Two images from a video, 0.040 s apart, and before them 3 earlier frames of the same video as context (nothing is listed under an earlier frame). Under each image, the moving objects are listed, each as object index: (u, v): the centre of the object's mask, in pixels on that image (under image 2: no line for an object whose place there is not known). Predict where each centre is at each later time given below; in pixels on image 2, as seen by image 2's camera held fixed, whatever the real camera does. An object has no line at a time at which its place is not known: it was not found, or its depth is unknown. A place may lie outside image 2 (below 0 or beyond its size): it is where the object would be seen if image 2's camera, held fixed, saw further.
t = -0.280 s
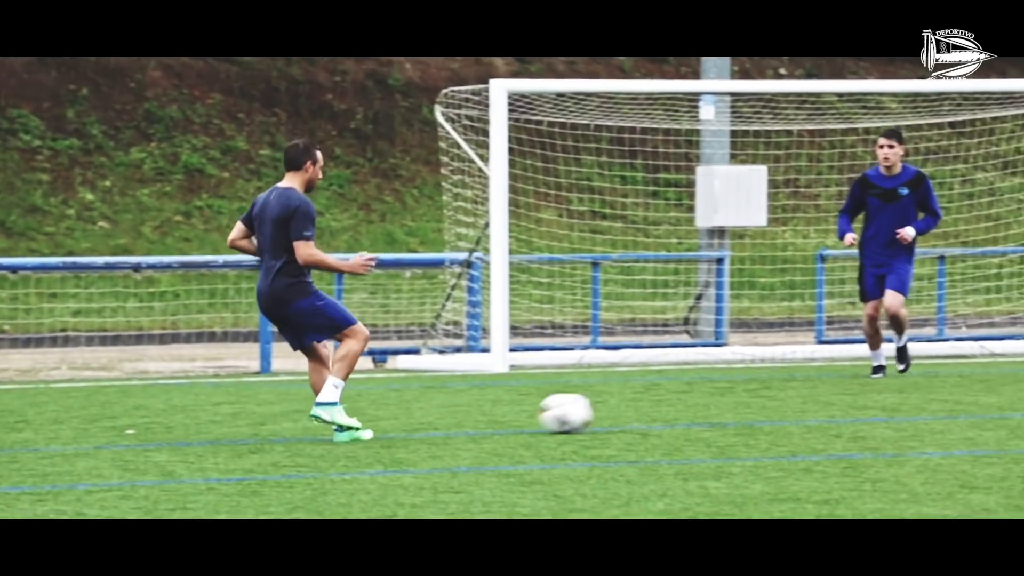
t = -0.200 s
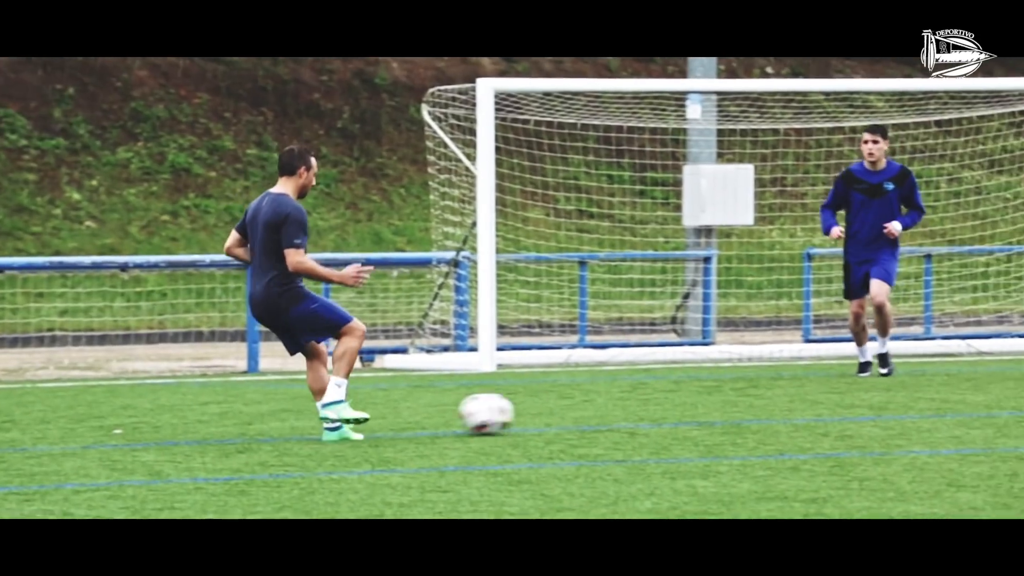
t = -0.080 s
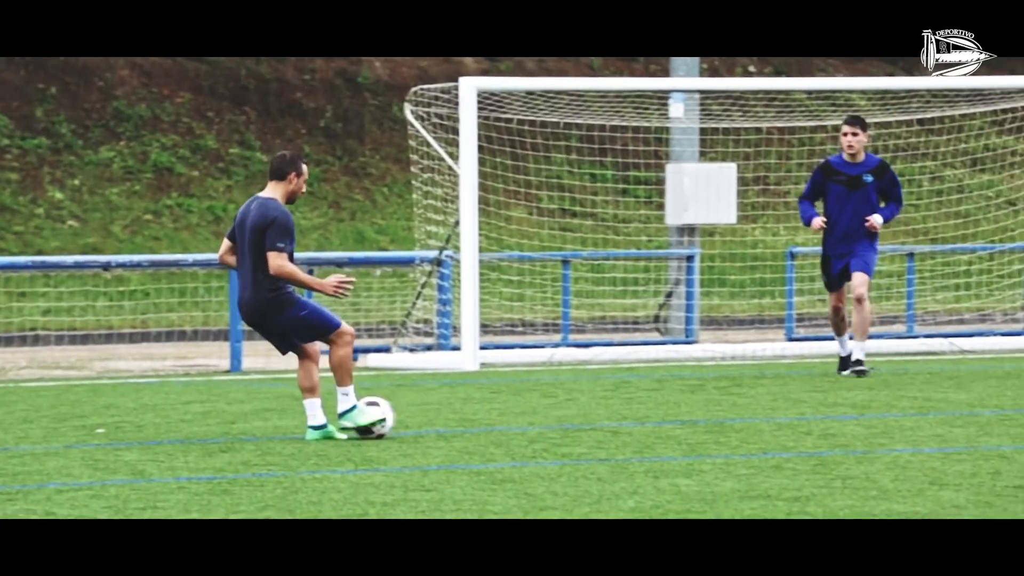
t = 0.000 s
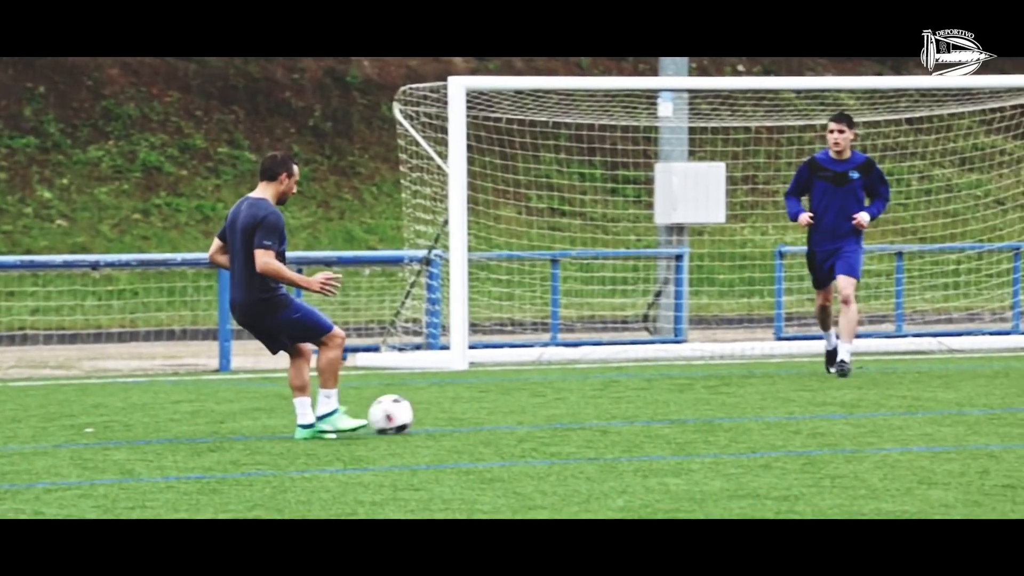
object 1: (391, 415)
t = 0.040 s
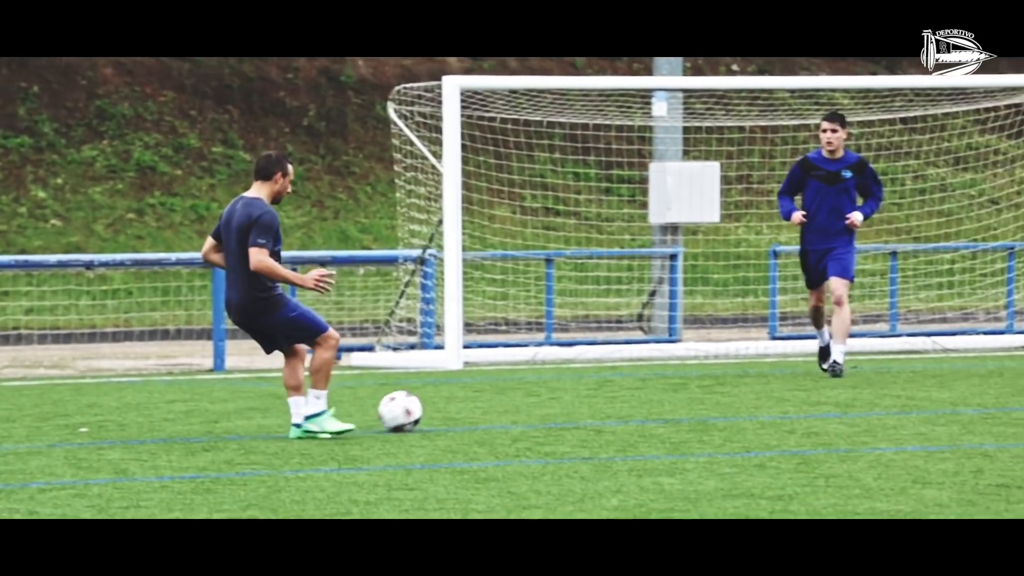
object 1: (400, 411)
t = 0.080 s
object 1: (414, 409)
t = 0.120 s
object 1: (428, 407)
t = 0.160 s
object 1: (441, 404)
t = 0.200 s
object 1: (455, 404)
